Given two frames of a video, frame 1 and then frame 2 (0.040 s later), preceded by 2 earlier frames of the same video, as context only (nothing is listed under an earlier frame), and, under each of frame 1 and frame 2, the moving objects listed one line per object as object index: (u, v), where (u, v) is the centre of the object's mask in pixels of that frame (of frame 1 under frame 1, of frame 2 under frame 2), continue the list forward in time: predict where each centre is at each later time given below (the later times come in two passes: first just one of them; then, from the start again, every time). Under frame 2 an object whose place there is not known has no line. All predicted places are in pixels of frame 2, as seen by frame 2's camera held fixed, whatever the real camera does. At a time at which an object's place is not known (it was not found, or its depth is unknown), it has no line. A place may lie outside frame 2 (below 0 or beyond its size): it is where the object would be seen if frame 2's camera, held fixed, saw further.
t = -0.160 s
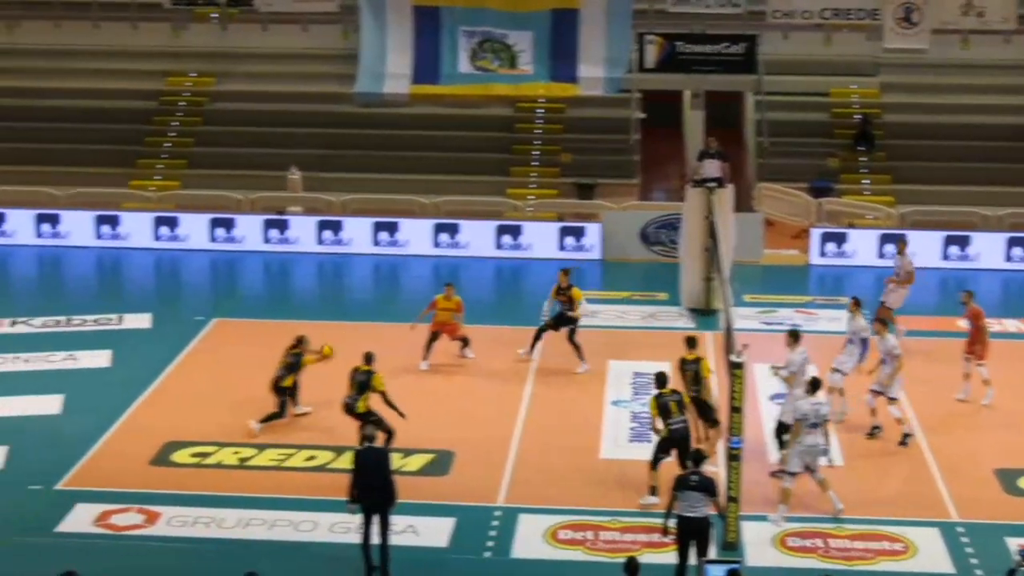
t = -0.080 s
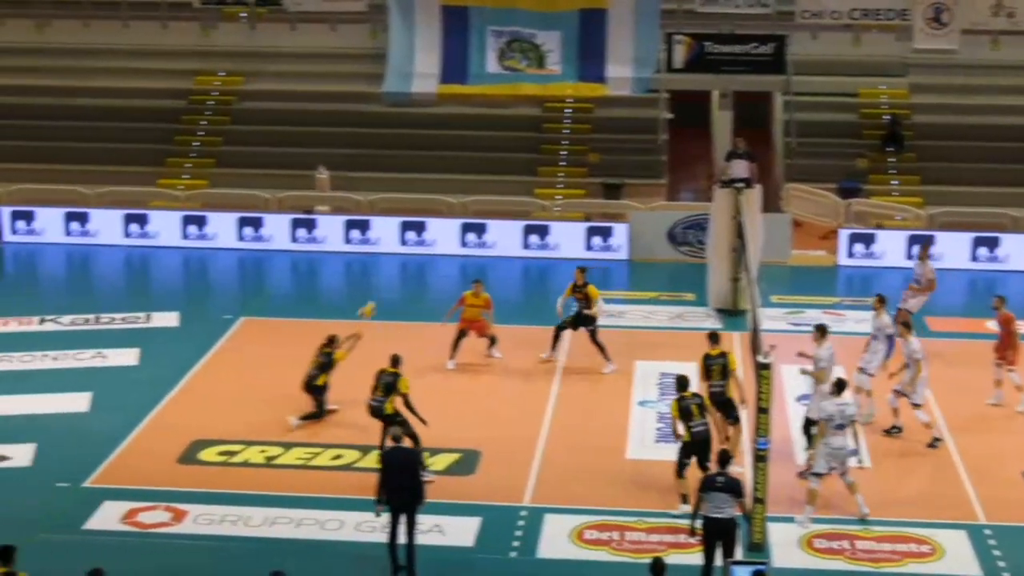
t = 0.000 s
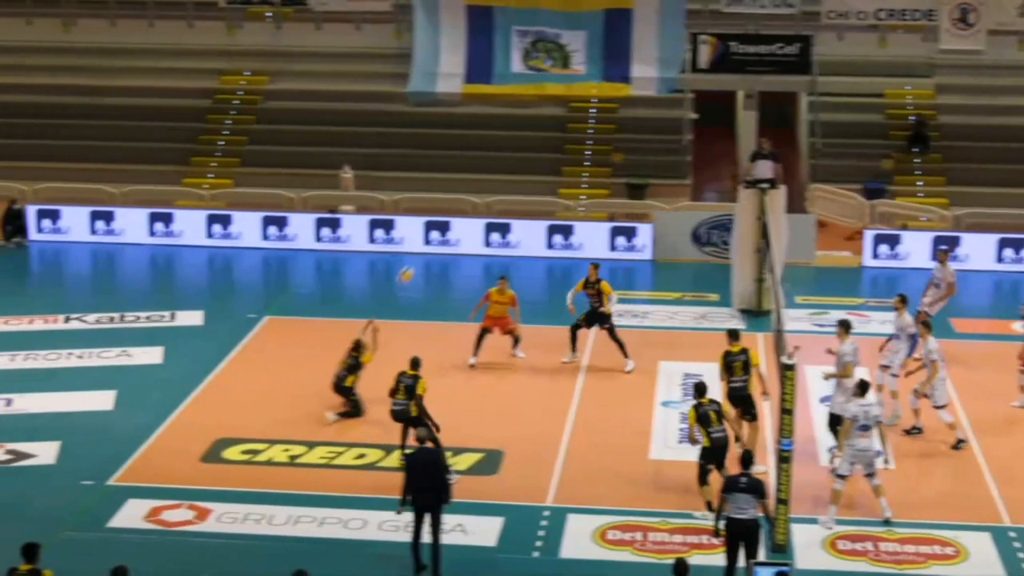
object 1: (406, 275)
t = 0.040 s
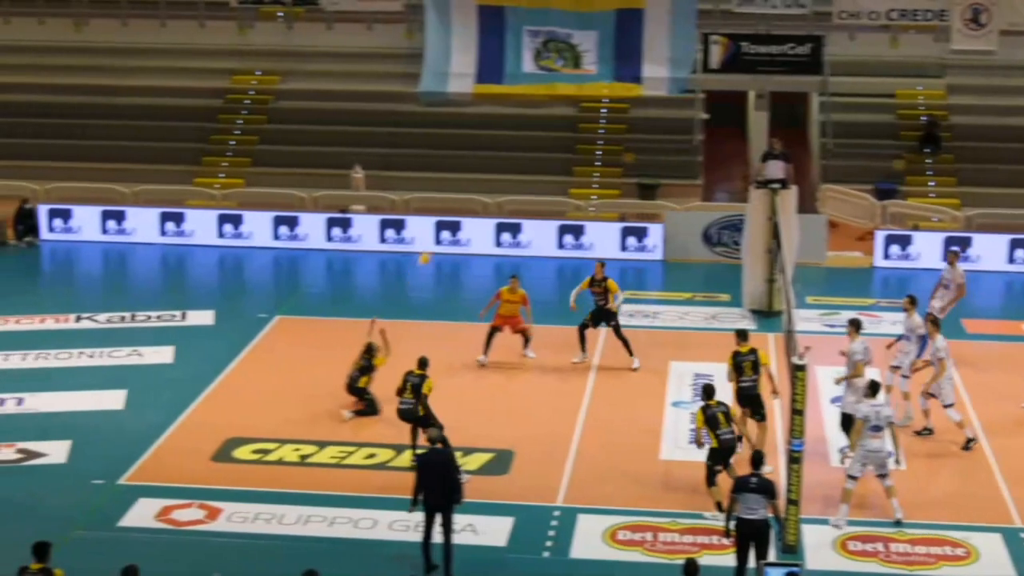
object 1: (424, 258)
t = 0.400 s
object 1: (495, 147)
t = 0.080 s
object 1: (433, 242)
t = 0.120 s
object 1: (442, 226)
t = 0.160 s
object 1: (447, 211)
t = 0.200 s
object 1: (459, 198)
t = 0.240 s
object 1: (465, 185)
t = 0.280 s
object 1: (473, 175)
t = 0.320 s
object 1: (480, 164)
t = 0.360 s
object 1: (488, 155)
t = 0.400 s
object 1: (495, 147)
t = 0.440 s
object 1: (501, 139)
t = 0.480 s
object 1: (507, 133)
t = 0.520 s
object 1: (514, 127)
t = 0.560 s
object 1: (521, 124)
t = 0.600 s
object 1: (526, 120)
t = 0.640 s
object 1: (532, 119)
